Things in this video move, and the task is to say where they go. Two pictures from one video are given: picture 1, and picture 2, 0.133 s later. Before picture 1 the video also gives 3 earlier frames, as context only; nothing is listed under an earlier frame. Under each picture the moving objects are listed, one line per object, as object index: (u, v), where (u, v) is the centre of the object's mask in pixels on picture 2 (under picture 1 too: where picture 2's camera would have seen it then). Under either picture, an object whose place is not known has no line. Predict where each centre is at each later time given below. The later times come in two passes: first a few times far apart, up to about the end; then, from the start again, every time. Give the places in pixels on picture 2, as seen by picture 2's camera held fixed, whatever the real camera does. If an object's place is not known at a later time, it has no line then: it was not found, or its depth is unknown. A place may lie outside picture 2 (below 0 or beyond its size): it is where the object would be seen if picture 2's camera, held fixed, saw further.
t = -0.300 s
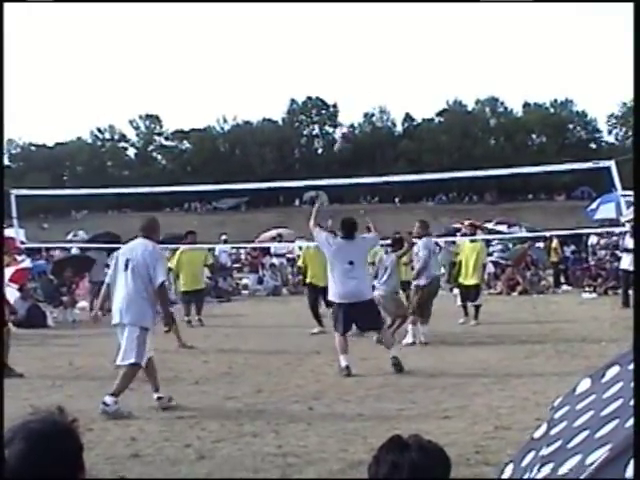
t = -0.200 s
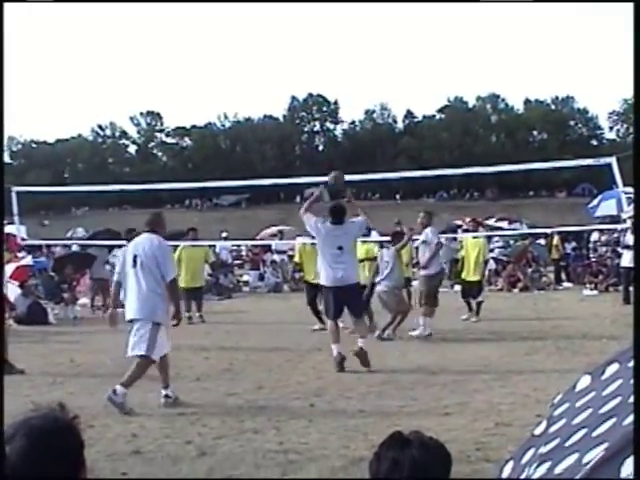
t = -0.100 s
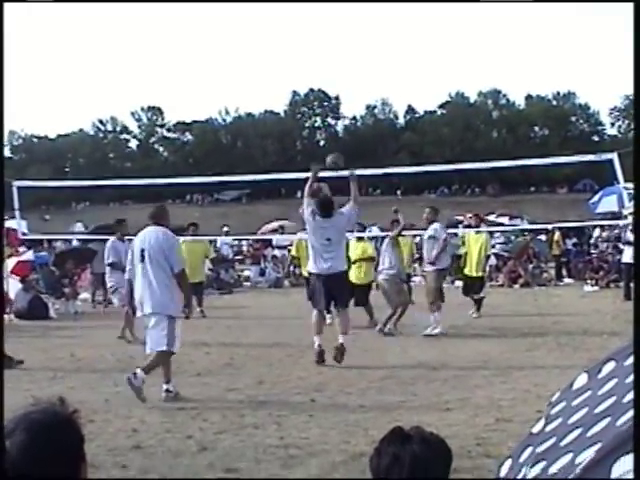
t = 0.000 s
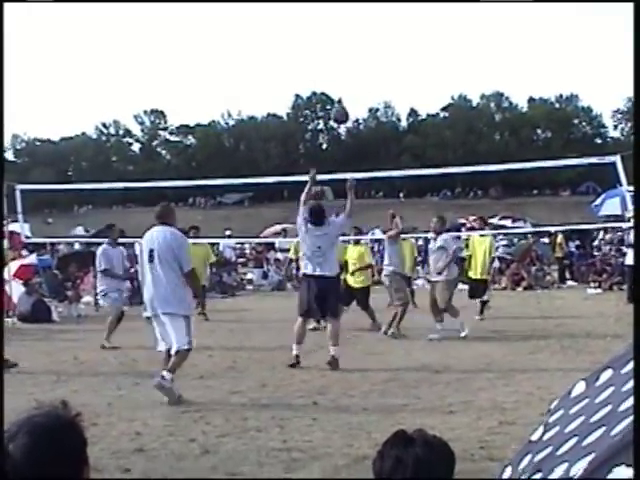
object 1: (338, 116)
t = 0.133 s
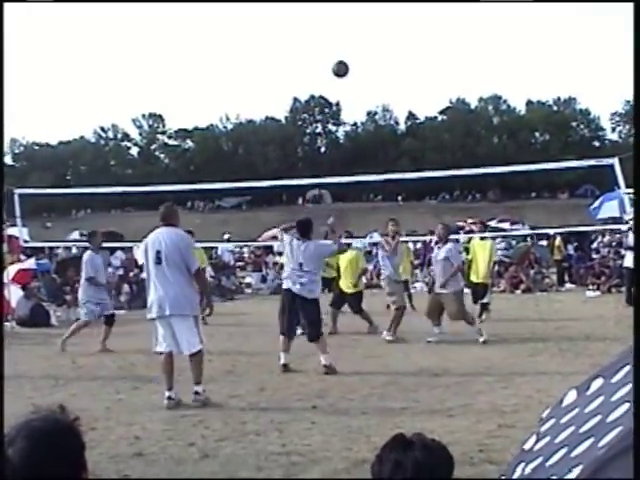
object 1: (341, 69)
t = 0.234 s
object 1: (341, 43)
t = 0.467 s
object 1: (343, 18)
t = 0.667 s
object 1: (344, 31)
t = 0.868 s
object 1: (346, 72)
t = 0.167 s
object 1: (341, 59)
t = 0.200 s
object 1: (341, 50)
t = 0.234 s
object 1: (341, 43)
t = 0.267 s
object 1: (341, 36)
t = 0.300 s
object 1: (342, 31)
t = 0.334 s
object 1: (342, 26)
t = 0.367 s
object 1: (342, 23)
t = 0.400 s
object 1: (342, 20)
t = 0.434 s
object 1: (342, 19)
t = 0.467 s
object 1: (343, 18)
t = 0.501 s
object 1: (343, 17)
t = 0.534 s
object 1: (343, 19)
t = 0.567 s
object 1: (343, 20)
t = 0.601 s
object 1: (344, 23)
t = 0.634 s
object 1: (344, 26)
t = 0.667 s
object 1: (344, 31)
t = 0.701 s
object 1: (345, 35)
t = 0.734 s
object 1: (345, 41)
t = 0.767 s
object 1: (345, 48)
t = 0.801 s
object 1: (346, 55)
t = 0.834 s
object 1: (346, 63)
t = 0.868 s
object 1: (346, 72)
